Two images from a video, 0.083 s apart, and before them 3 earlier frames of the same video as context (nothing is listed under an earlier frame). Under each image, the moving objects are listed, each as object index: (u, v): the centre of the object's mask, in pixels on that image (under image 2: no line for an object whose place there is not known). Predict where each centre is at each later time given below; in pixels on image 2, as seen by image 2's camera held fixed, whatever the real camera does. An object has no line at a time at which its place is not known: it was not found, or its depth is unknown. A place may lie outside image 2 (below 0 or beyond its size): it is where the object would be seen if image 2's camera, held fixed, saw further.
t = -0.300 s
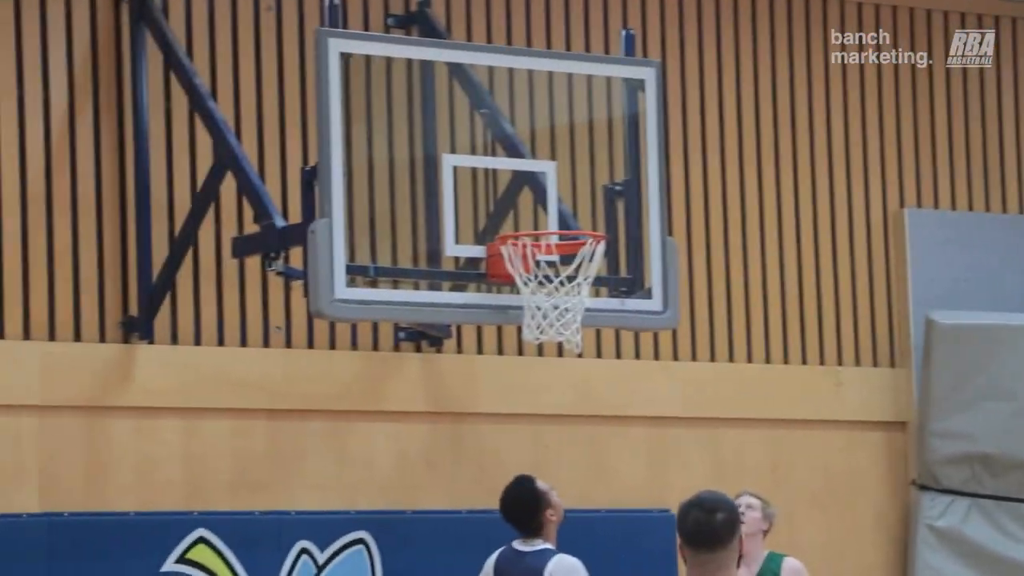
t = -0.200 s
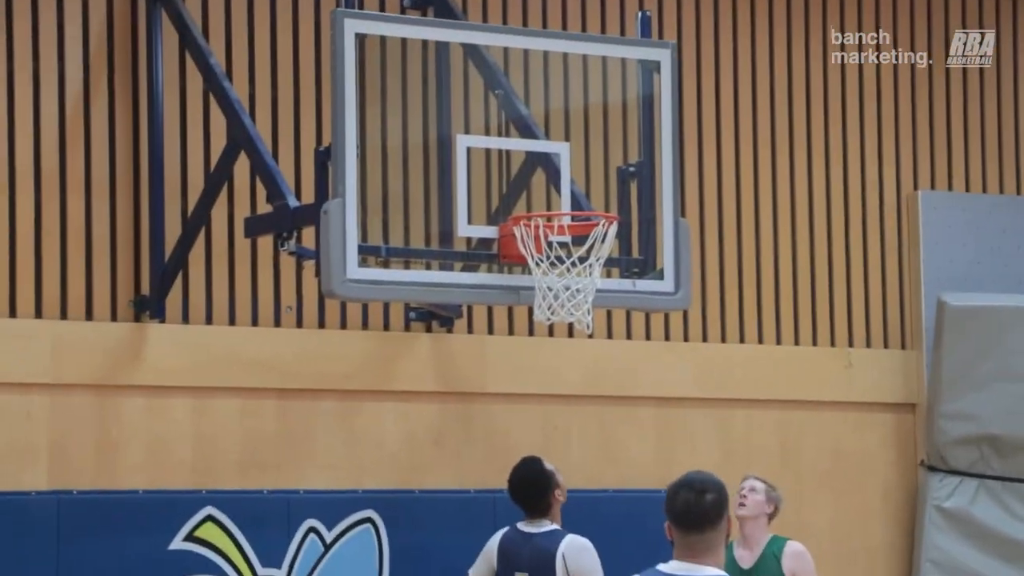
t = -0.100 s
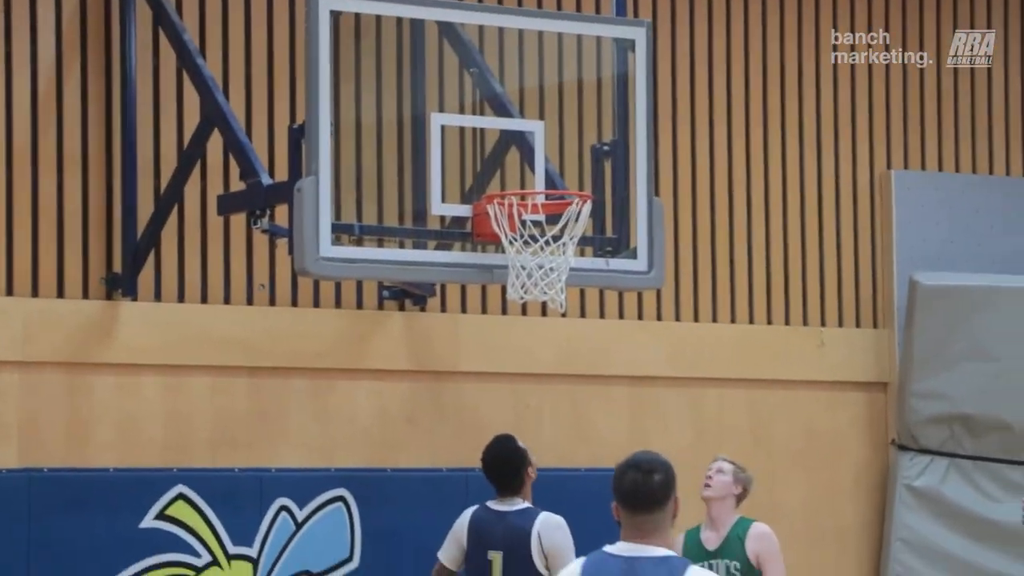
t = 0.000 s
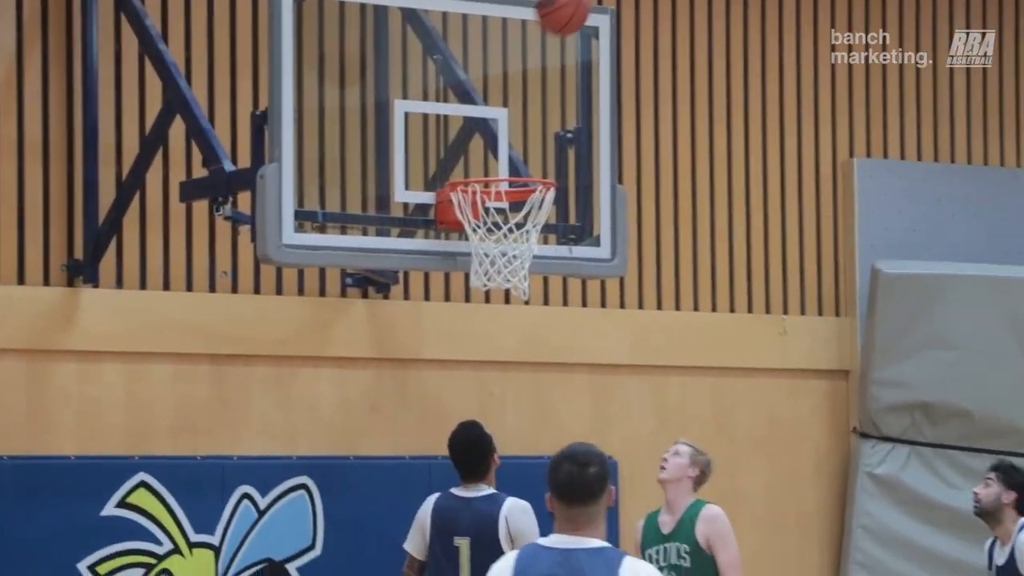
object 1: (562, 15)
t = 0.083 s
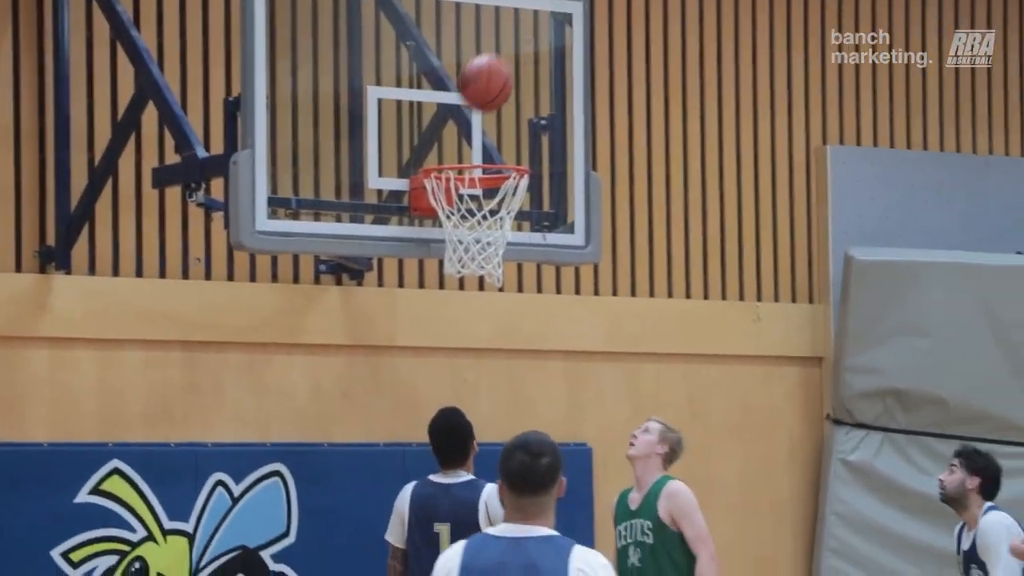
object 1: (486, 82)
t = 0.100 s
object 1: (476, 102)
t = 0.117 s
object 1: (466, 123)
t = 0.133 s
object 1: (455, 141)
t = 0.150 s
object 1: (446, 152)
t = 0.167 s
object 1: (455, 177)
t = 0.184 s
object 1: (468, 191)
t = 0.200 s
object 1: (474, 200)
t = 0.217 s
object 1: (485, 212)
